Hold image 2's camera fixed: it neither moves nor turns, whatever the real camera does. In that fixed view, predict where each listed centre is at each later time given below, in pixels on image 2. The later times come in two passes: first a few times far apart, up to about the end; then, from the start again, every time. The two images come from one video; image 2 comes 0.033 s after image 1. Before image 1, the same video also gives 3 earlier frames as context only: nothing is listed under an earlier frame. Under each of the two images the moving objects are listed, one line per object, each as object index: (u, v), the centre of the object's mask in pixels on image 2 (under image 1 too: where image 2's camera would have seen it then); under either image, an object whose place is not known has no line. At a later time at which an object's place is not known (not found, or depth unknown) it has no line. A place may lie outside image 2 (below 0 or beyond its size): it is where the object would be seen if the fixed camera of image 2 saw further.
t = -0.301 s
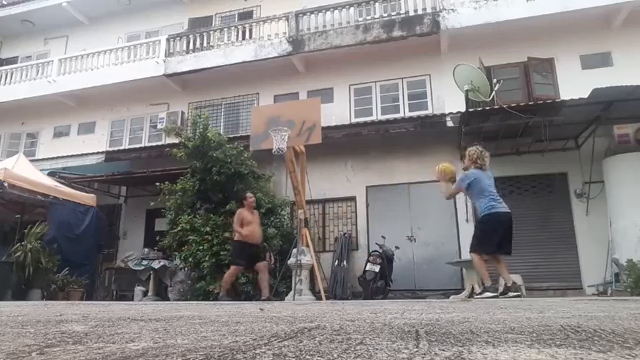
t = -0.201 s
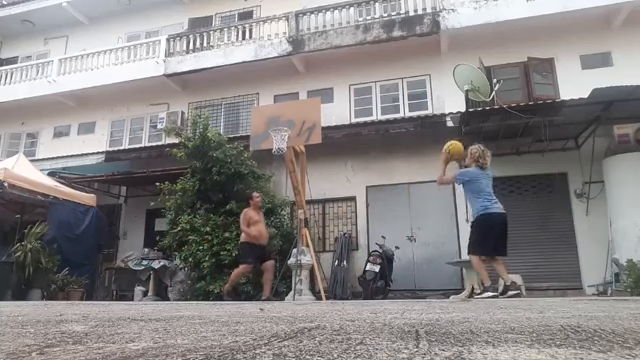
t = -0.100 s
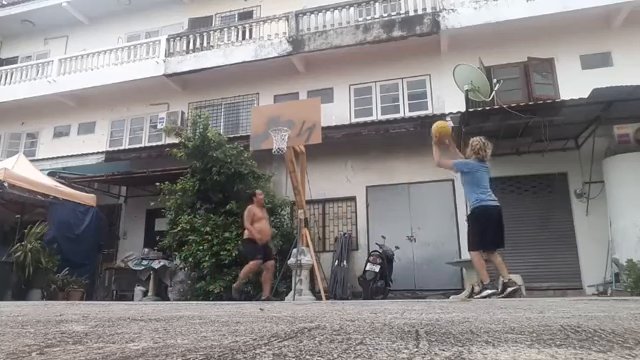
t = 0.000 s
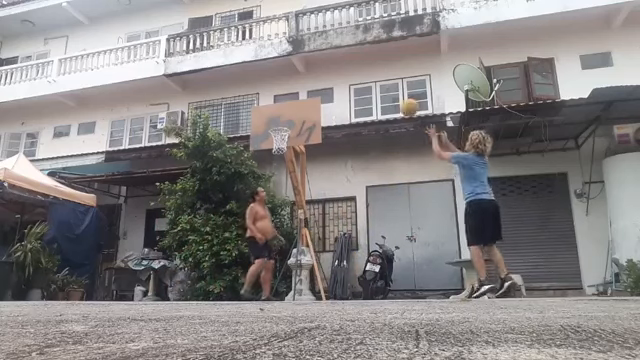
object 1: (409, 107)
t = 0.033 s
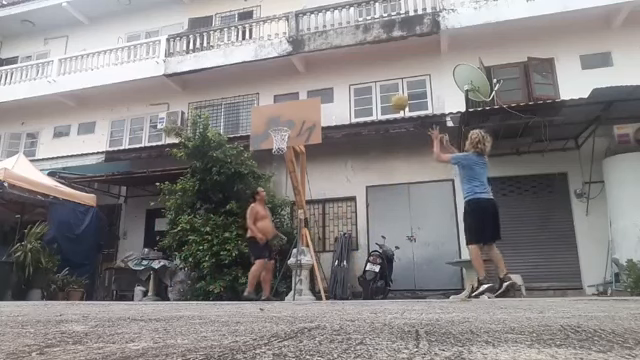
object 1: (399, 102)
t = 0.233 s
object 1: (350, 90)
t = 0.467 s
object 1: (305, 108)
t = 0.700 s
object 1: (271, 124)
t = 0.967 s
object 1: (258, 109)
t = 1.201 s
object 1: (244, 127)
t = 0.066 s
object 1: (390, 97)
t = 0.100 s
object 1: (381, 95)
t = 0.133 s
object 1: (372, 92)
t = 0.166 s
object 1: (364, 90)
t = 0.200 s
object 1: (356, 89)
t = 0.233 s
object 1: (350, 90)
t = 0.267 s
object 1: (342, 90)
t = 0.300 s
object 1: (334, 91)
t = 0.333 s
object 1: (328, 93)
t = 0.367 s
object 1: (320, 94)
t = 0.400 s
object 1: (315, 97)
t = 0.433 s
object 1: (309, 101)
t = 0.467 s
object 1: (305, 108)
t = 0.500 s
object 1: (300, 111)
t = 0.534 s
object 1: (296, 113)
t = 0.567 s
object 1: (289, 112)
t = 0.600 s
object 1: (283, 114)
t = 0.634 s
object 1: (279, 118)
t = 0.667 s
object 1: (274, 121)
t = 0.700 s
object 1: (271, 124)
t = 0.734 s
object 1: (269, 121)
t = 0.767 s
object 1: (268, 119)
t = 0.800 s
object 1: (266, 115)
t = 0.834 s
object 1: (264, 113)
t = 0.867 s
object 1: (262, 111)
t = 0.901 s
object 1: (261, 110)
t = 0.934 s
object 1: (260, 110)
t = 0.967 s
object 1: (258, 109)
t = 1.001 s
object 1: (256, 110)
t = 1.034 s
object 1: (254, 111)
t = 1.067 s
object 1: (253, 112)
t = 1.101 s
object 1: (249, 116)
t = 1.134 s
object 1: (248, 119)
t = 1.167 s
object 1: (247, 122)
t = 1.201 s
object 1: (244, 127)
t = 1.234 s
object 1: (242, 133)
